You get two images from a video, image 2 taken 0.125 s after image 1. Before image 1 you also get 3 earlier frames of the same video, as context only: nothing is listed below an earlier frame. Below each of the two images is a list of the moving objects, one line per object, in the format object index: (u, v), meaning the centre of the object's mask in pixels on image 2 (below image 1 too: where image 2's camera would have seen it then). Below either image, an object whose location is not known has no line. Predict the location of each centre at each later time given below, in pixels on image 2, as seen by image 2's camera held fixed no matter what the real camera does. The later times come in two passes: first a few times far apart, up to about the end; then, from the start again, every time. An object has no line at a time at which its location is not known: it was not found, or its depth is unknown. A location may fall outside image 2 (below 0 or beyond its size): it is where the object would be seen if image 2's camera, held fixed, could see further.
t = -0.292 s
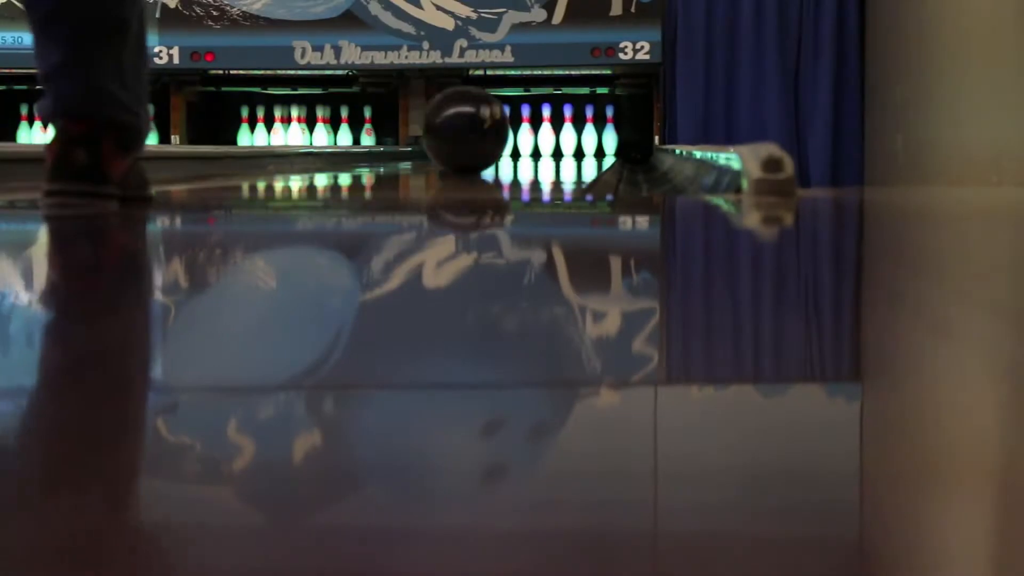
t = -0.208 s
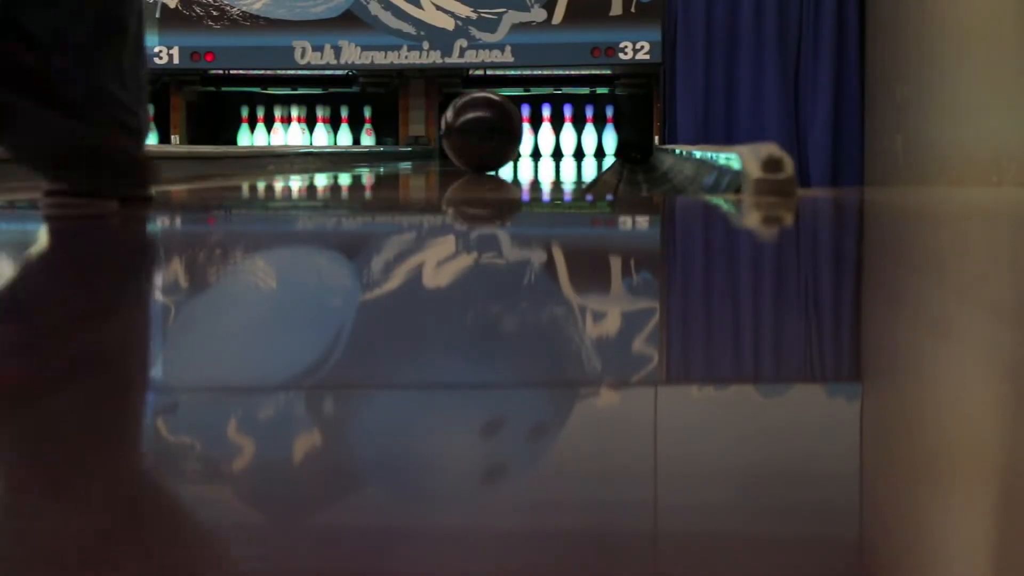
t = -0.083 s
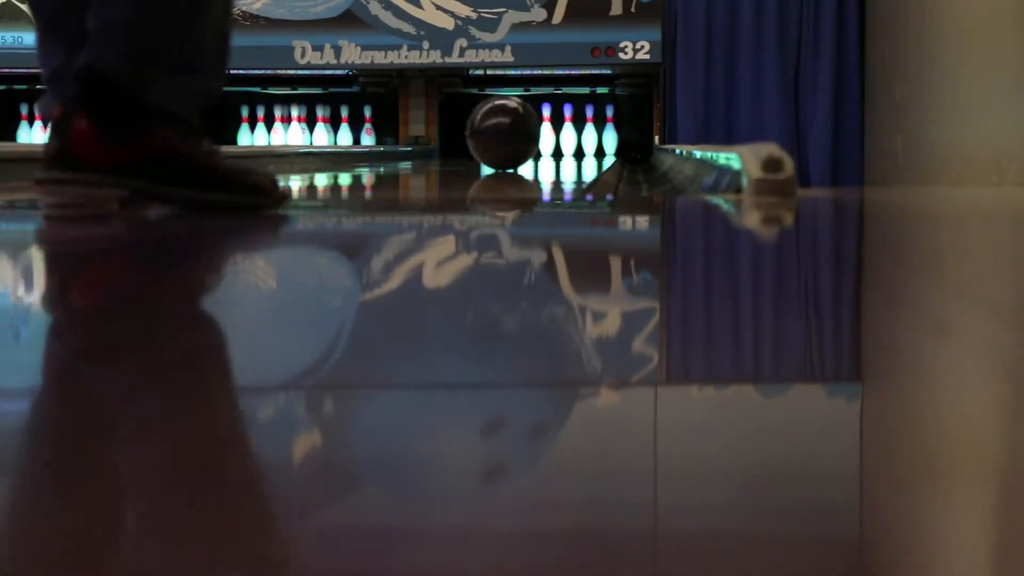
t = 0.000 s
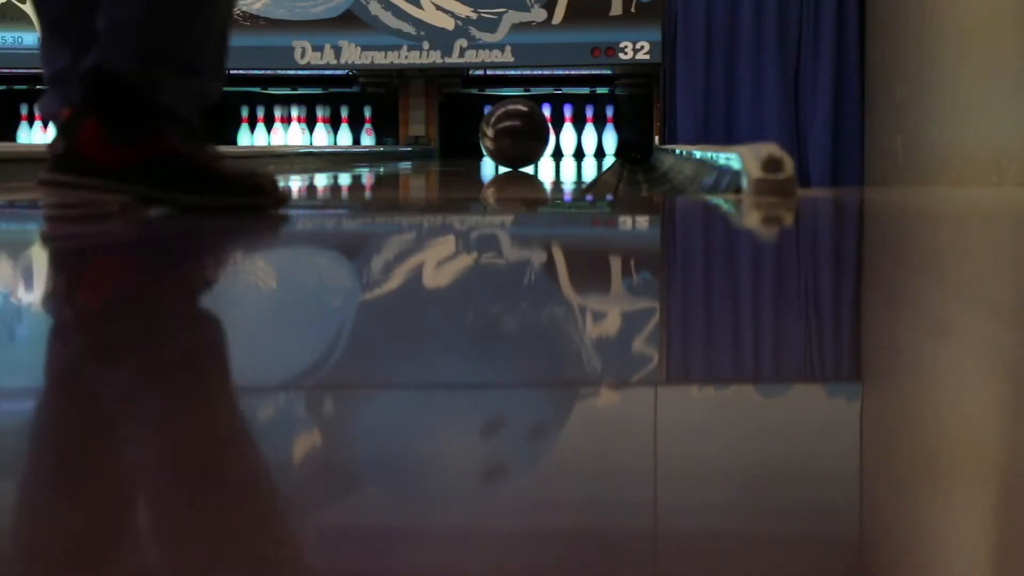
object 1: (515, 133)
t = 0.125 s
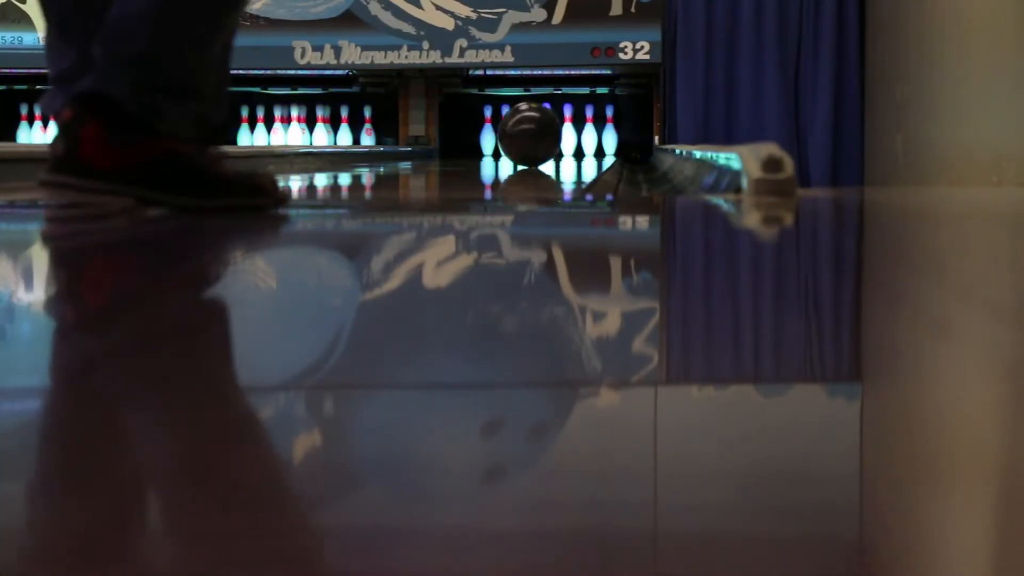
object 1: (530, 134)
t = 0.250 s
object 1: (542, 135)
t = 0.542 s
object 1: (561, 137)
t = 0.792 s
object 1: (571, 137)
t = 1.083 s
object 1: (575, 138)
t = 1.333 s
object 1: (575, 139)
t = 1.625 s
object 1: (571, 140)
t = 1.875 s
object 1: (564, 140)
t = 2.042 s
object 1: (559, 141)
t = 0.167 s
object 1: (534, 135)
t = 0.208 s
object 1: (538, 135)
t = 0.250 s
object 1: (542, 135)
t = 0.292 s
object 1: (545, 135)
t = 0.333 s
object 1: (549, 136)
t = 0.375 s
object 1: (552, 136)
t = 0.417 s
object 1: (555, 136)
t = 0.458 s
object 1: (557, 136)
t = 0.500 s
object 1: (559, 136)
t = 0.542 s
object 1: (561, 137)
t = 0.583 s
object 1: (563, 137)
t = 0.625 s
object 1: (565, 137)
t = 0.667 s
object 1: (567, 137)
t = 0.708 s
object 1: (568, 137)
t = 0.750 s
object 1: (570, 137)
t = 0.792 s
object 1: (571, 137)
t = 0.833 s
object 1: (571, 137)
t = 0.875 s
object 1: (572, 137)
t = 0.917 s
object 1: (573, 138)
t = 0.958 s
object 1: (574, 138)
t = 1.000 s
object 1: (574, 138)
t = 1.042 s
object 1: (575, 138)
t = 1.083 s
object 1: (575, 138)
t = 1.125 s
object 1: (576, 138)
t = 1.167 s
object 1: (576, 138)
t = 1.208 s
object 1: (576, 138)
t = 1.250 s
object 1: (575, 138)
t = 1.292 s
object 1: (576, 139)
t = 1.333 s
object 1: (575, 139)
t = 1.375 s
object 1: (575, 139)
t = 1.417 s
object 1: (575, 139)
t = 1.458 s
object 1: (574, 139)
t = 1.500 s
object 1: (574, 139)
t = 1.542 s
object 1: (573, 140)
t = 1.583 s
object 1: (573, 140)
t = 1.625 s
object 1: (571, 140)
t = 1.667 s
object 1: (570, 140)
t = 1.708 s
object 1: (569, 141)
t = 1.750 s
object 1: (568, 140)
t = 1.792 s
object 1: (566, 140)
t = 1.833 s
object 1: (565, 140)
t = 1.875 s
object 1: (564, 140)
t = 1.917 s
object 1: (562, 140)
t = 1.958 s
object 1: (560, 140)
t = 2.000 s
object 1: (558, 140)
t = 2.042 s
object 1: (559, 141)
